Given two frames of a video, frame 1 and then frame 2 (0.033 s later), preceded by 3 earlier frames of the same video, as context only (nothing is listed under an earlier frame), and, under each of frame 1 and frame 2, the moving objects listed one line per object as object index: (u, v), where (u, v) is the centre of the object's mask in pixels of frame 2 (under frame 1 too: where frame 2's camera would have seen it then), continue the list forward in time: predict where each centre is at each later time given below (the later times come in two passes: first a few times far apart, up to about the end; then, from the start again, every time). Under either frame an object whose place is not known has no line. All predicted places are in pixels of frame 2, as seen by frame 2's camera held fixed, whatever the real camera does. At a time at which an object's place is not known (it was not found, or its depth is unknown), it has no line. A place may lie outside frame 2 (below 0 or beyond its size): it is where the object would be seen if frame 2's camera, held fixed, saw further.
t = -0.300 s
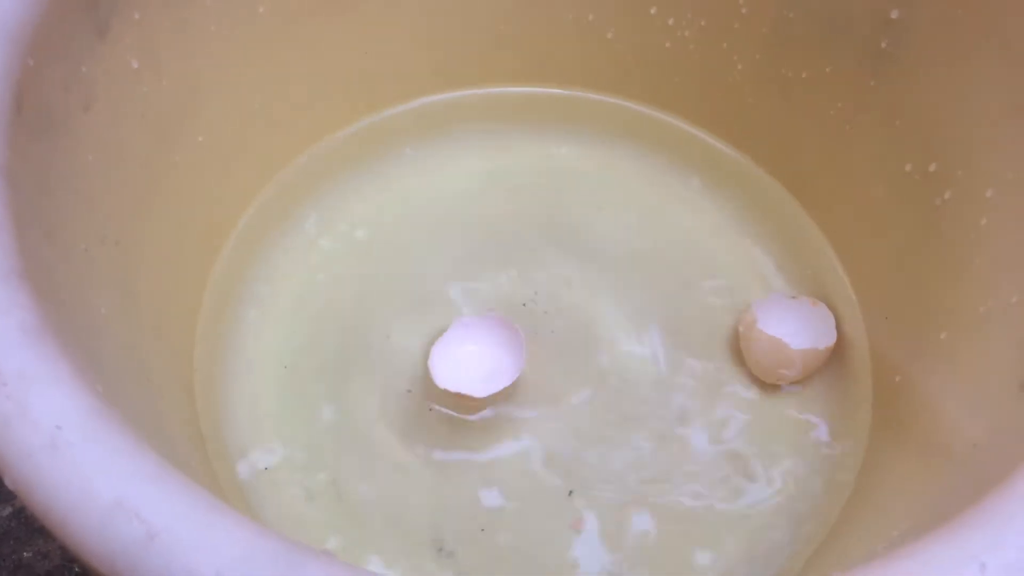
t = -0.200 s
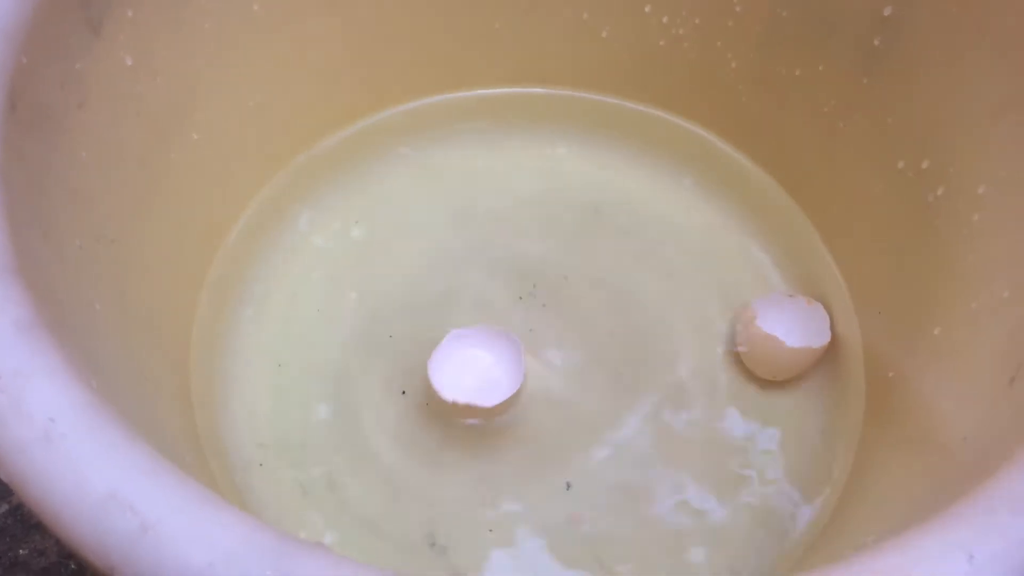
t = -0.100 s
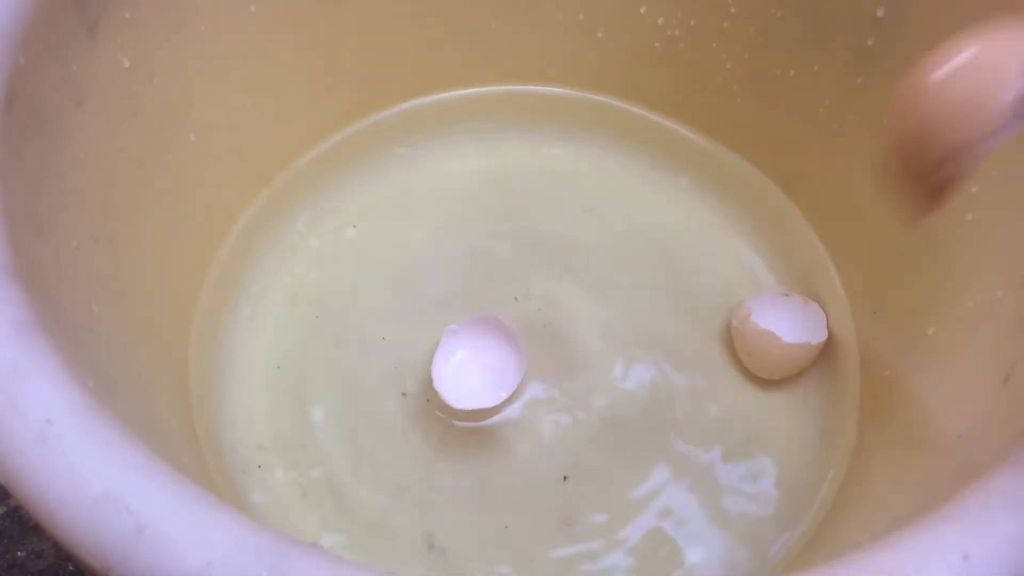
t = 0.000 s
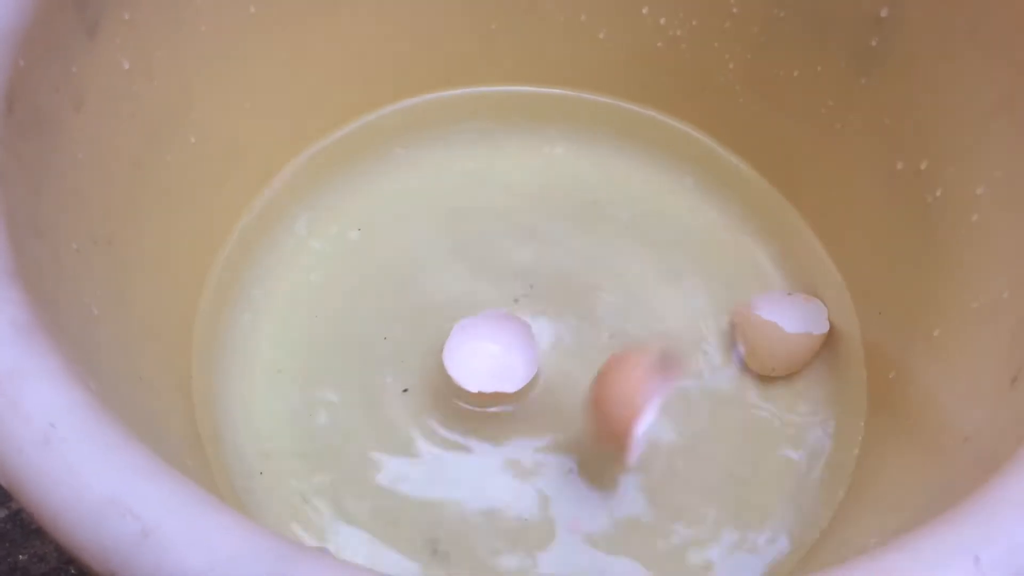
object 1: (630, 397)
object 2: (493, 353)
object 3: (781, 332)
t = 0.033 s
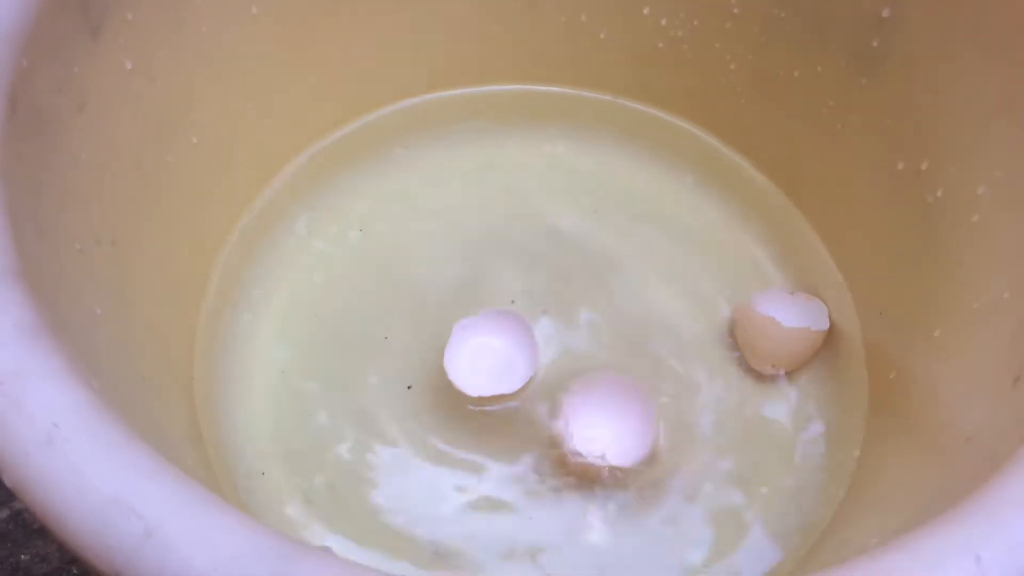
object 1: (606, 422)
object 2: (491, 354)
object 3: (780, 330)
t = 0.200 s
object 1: (572, 390)
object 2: (488, 353)
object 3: (772, 328)
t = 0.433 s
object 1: (542, 407)
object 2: (426, 358)
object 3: (775, 336)
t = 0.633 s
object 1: (557, 415)
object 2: (382, 376)
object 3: (780, 338)
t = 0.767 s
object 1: (561, 385)
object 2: (363, 370)
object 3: (774, 332)
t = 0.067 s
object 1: (593, 427)
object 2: (488, 353)
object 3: (779, 329)
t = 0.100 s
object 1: (588, 414)
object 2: (487, 354)
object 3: (777, 327)
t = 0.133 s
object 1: (579, 401)
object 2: (487, 352)
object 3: (776, 326)
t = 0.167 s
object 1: (578, 391)
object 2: (488, 351)
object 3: (774, 327)
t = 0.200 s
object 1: (572, 390)
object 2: (488, 353)
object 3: (772, 328)
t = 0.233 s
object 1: (566, 394)
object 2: (483, 353)
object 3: (770, 328)
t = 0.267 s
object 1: (553, 402)
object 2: (473, 353)
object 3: (771, 328)
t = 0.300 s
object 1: (546, 403)
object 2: (460, 351)
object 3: (772, 329)
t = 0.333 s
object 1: (542, 405)
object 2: (450, 350)
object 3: (772, 331)
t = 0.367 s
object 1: (539, 407)
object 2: (441, 350)
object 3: (772, 334)
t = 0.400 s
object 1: (538, 406)
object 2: (434, 353)
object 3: (774, 334)
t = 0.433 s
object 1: (542, 407)
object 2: (426, 358)
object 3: (775, 336)
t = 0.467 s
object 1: (549, 406)
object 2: (417, 363)
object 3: (777, 336)
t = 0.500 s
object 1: (552, 412)
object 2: (406, 368)
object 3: (780, 337)
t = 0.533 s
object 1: (553, 415)
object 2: (397, 373)
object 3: (780, 338)
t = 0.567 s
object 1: (554, 418)
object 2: (392, 375)
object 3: (781, 339)
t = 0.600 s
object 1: (555, 419)
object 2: (388, 376)
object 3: (780, 339)
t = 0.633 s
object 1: (557, 415)
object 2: (382, 376)
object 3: (780, 338)
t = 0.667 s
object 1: (558, 409)
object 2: (377, 376)
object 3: (779, 337)
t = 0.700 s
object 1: (558, 401)
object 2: (373, 375)
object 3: (779, 335)
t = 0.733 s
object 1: (557, 395)
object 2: (368, 372)
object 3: (775, 334)
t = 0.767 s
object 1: (561, 385)
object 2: (363, 370)
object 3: (774, 332)
